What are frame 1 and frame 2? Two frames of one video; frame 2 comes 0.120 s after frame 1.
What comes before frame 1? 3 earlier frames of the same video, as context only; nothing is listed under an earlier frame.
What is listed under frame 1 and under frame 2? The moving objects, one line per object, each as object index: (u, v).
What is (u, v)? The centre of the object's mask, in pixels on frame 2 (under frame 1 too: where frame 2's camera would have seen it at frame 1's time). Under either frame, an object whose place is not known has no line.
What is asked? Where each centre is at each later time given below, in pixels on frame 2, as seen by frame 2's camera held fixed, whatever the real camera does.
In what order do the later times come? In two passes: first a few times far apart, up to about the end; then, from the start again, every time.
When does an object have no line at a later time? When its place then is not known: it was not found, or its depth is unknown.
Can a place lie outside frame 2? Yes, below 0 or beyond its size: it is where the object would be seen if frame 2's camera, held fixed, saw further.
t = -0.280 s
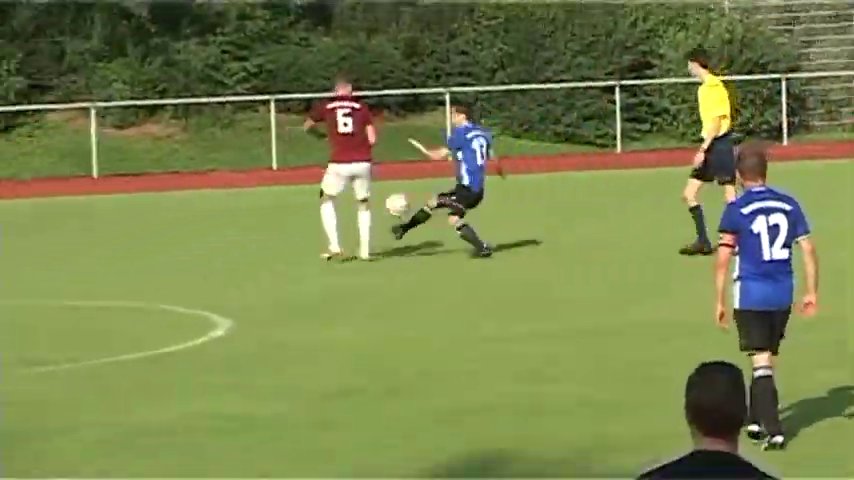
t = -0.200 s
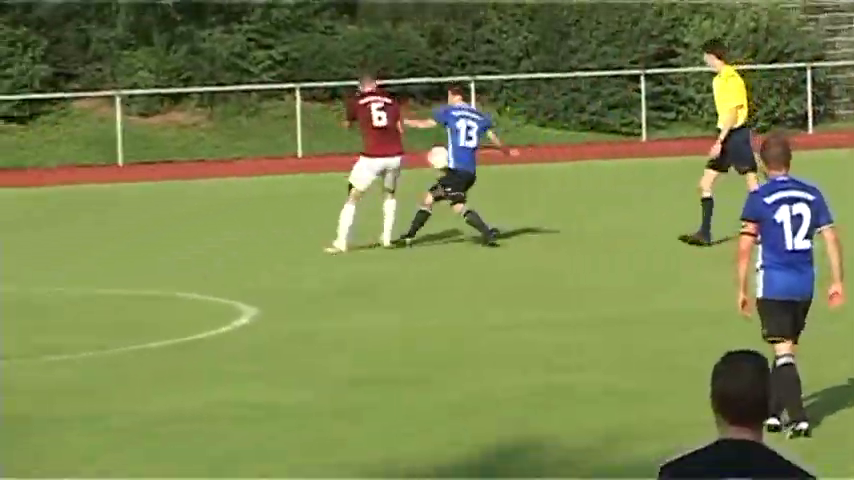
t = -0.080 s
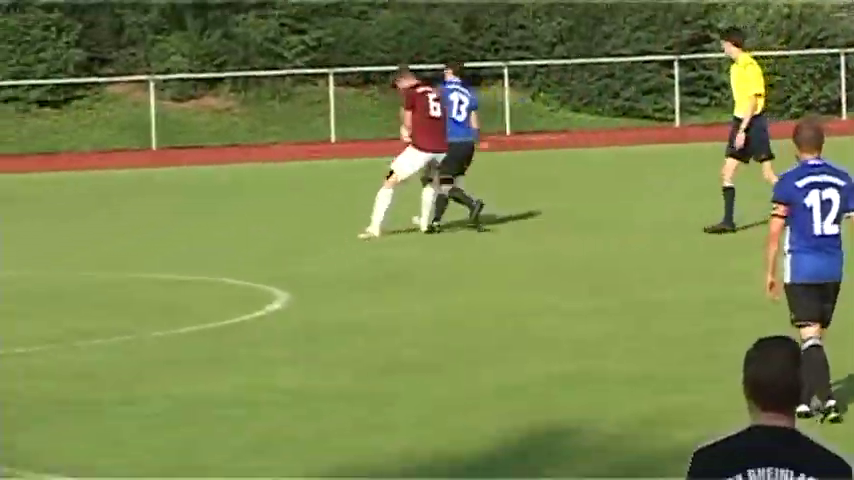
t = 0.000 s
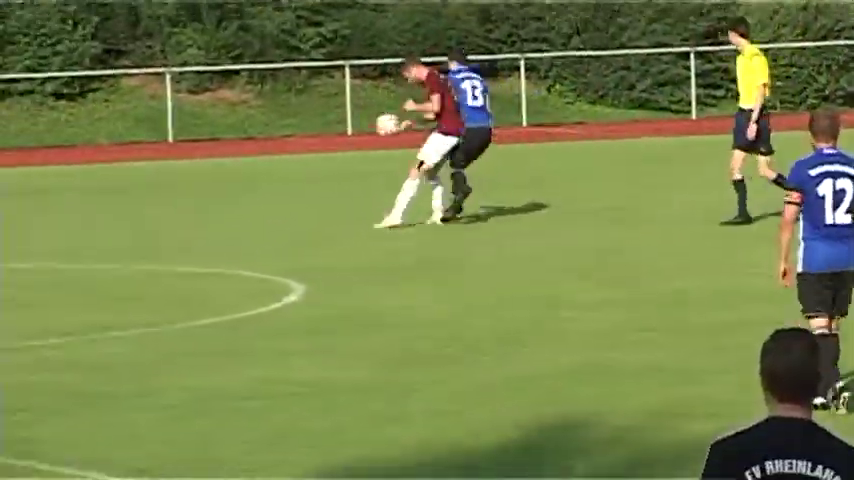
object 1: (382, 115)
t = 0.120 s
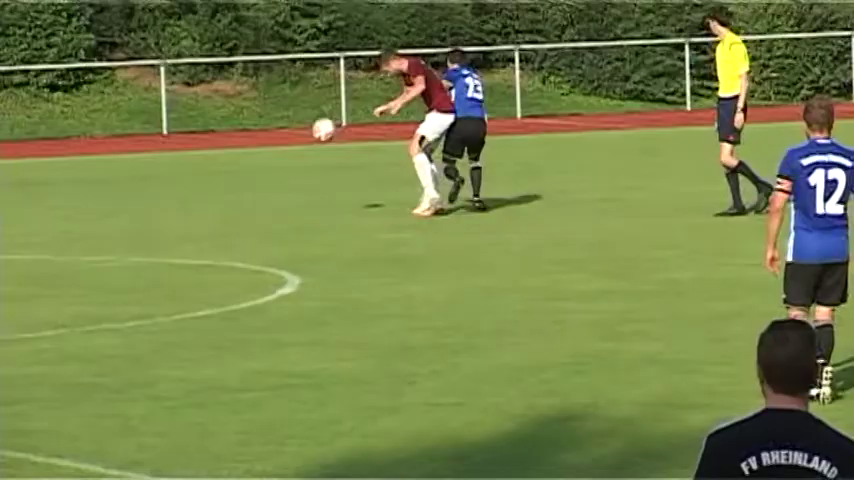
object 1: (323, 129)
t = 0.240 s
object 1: (268, 157)
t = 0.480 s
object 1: (180, 187)
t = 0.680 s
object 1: (135, 167)
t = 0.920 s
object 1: (84, 197)
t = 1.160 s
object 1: (25, 199)
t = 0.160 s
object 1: (305, 136)
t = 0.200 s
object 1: (286, 145)
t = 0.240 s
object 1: (268, 157)
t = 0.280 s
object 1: (250, 169)
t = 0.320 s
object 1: (232, 182)
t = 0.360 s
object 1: (215, 196)
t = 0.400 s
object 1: (200, 205)
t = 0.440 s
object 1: (190, 196)
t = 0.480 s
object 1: (180, 187)
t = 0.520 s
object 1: (171, 180)
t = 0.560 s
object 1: (162, 173)
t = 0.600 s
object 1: (153, 170)
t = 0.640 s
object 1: (144, 167)
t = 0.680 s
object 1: (135, 167)
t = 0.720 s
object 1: (126, 167)
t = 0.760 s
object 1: (118, 169)
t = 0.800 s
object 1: (109, 174)
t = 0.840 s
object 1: (100, 180)
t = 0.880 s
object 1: (92, 188)
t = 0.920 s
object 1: (84, 197)
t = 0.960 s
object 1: (76, 208)
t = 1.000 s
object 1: (66, 206)
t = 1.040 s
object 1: (55, 202)
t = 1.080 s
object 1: (45, 199)
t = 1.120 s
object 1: (35, 198)
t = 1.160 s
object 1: (25, 199)
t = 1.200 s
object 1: (15, 200)
